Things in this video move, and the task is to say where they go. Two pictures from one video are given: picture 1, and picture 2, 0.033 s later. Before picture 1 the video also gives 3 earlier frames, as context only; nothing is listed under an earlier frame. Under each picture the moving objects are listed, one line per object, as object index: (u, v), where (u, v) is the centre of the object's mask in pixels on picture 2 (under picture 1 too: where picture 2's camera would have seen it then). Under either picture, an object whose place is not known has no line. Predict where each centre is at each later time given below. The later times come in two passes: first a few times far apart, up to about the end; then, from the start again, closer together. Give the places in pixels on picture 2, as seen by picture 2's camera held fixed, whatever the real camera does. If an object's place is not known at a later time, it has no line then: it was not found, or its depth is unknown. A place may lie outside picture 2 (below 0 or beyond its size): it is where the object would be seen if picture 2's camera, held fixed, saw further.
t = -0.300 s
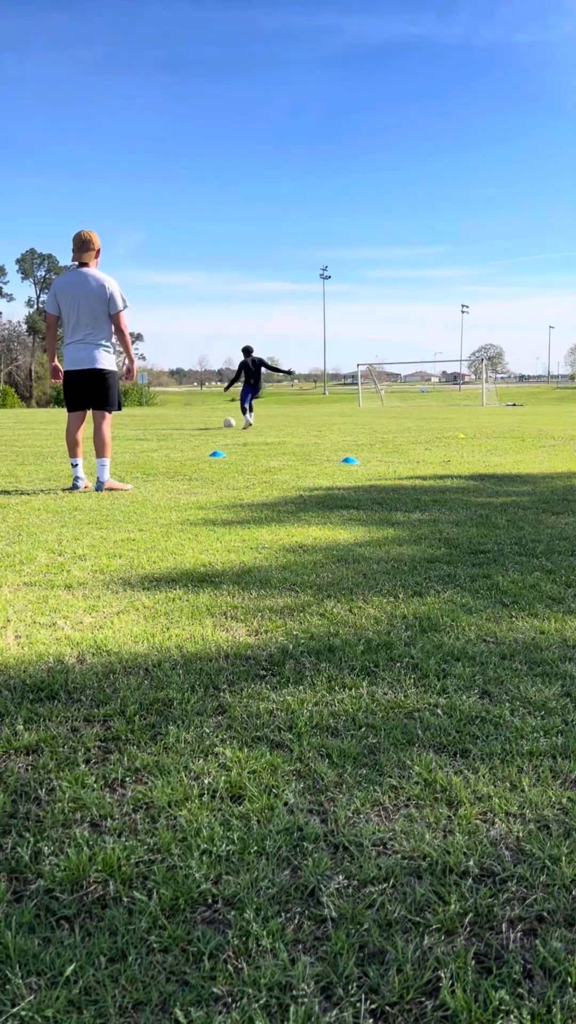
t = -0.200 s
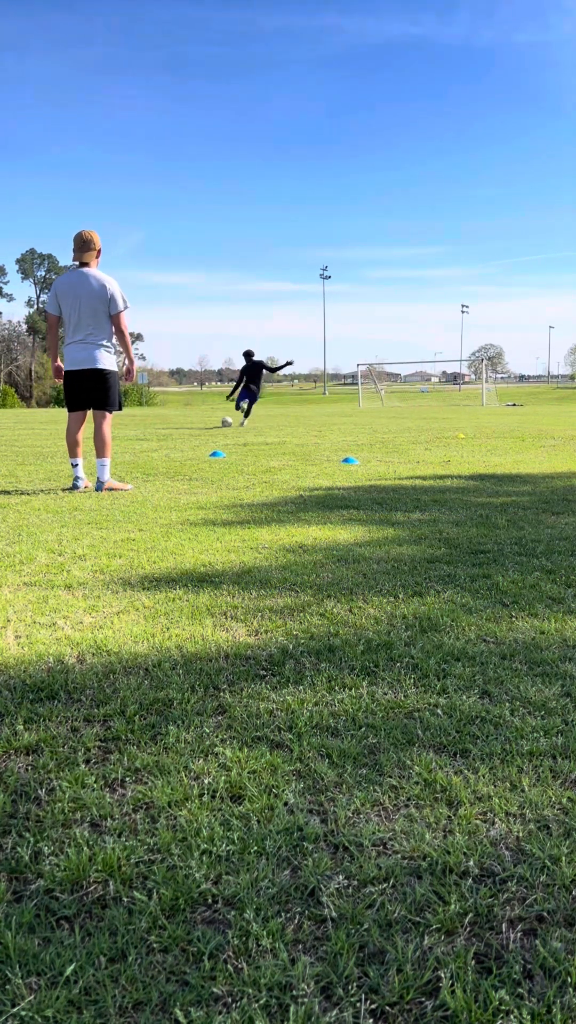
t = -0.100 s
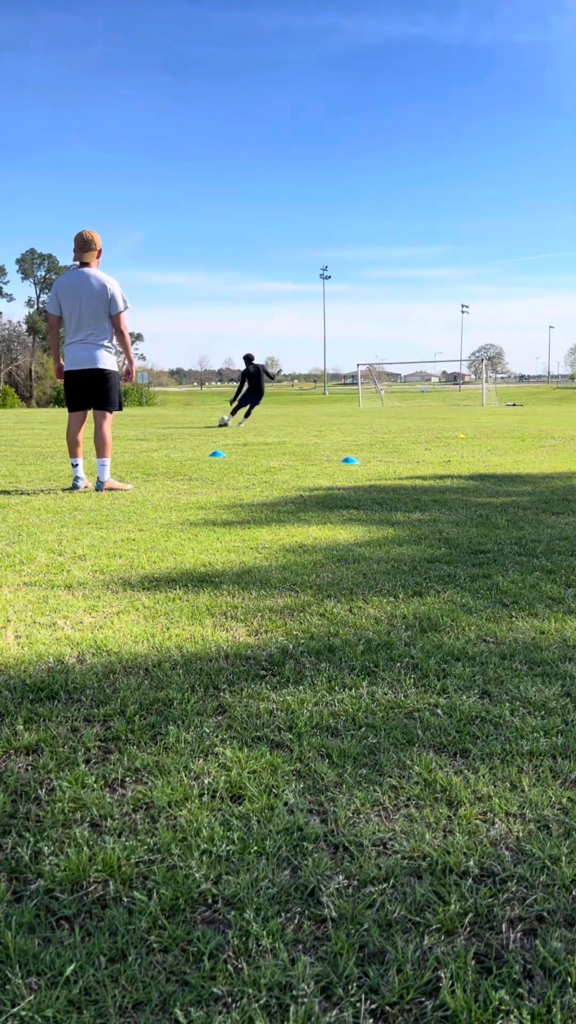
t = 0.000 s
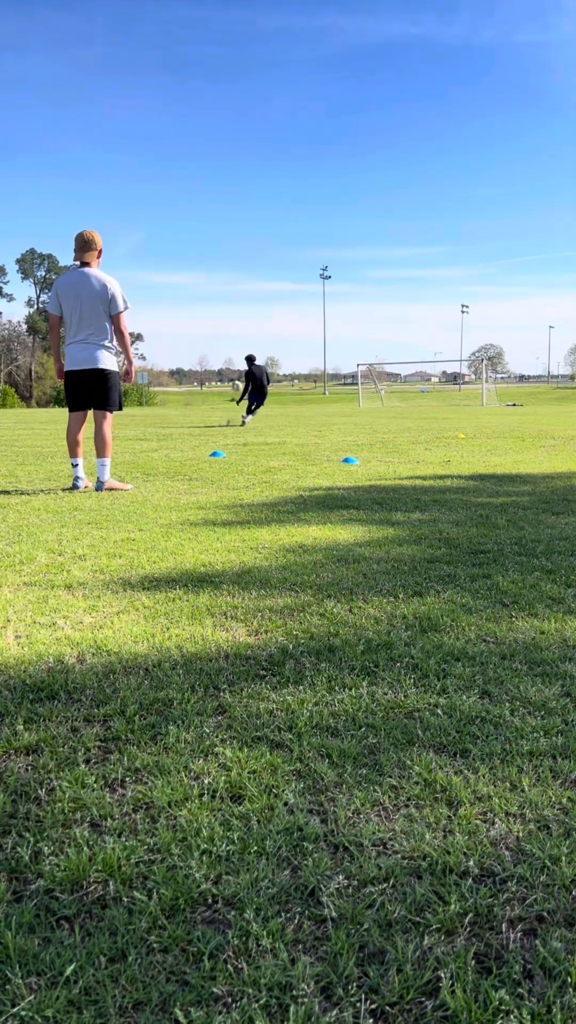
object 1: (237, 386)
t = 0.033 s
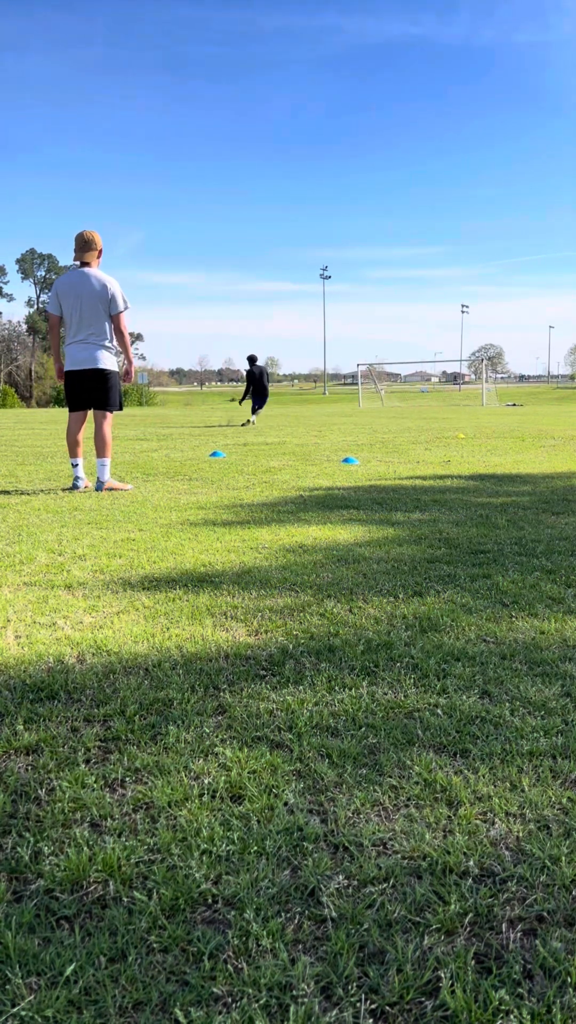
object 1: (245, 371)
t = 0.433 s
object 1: (278, 293)
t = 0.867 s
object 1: (306, 276)
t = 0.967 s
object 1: (311, 279)
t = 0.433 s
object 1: (278, 293)
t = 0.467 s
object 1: (281, 290)
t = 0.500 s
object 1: (283, 287)
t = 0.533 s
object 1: (286, 285)
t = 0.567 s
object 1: (288, 282)
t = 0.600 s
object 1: (290, 281)
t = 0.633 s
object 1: (293, 279)
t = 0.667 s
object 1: (294, 278)
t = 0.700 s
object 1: (297, 277)
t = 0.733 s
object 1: (299, 276)
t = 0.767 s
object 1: (301, 276)
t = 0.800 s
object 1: (303, 276)
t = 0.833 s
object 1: (304, 276)
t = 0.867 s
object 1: (306, 276)
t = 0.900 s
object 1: (308, 277)
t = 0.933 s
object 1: (310, 278)
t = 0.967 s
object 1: (311, 279)
